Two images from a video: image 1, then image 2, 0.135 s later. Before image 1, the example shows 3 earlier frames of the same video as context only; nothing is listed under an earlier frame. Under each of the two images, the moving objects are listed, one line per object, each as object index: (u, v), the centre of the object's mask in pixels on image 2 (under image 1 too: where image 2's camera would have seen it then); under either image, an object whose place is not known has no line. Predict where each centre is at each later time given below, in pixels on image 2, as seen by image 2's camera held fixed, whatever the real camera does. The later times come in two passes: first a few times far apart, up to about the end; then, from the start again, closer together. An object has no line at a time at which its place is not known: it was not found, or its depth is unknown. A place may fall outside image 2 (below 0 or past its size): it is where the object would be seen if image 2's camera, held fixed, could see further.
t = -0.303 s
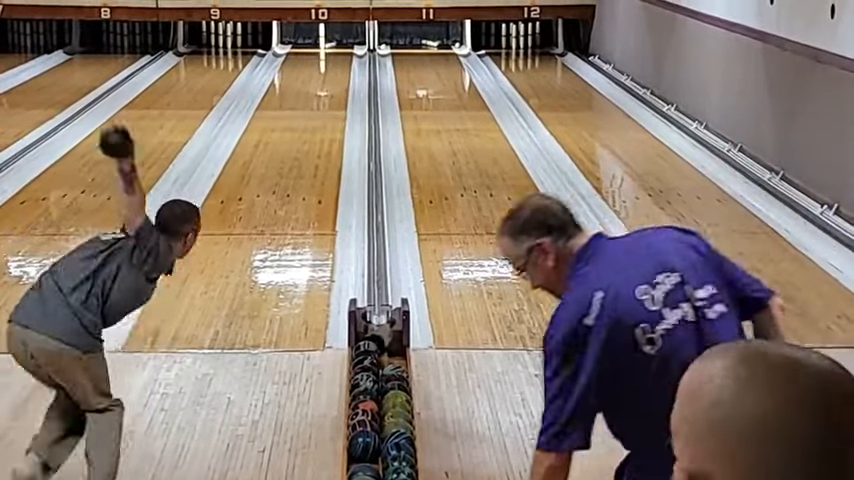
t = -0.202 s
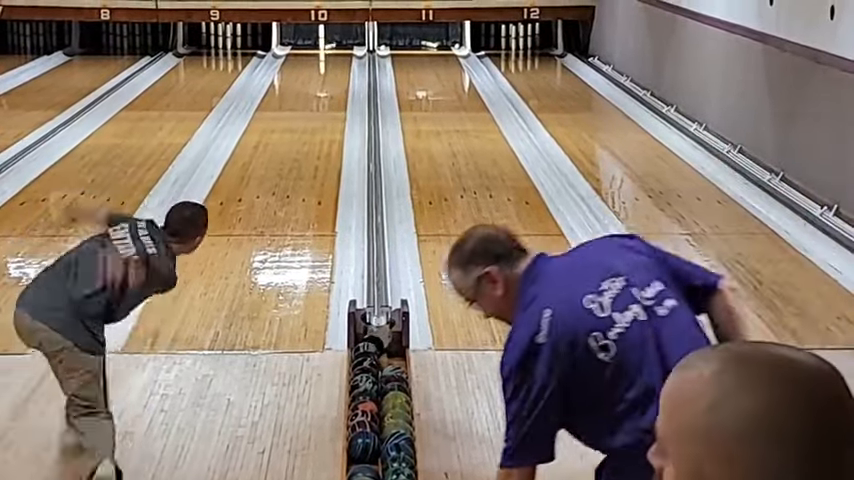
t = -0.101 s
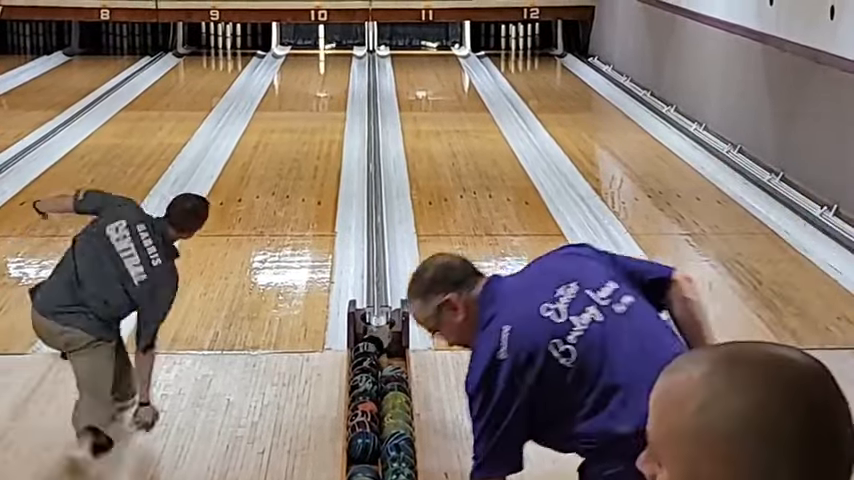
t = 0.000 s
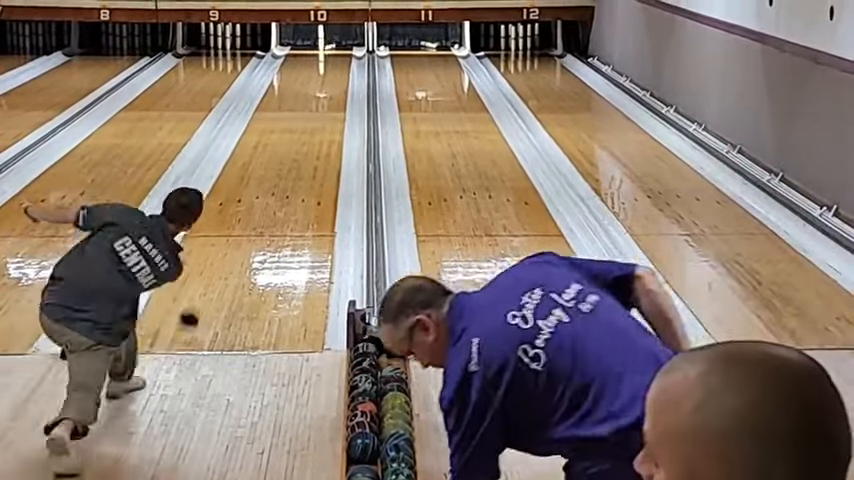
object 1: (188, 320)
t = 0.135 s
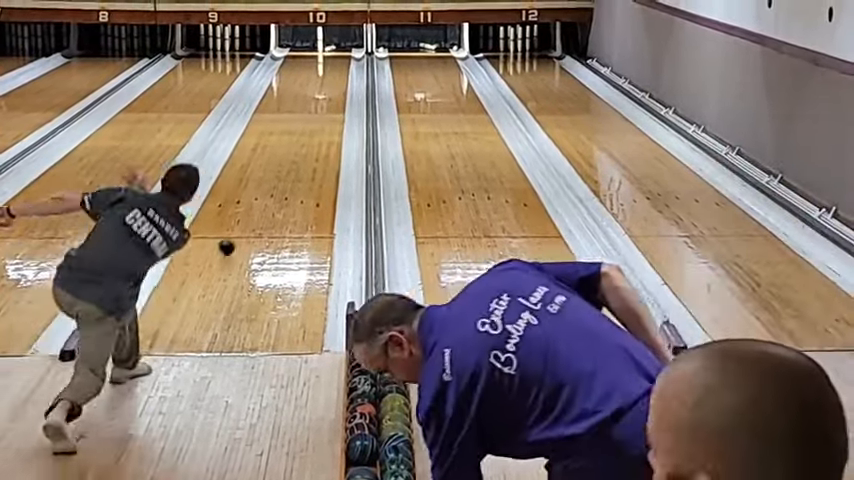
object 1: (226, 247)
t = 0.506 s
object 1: (278, 129)
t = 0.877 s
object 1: (302, 73)
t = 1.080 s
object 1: (310, 55)
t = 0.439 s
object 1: (272, 144)
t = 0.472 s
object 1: (276, 136)
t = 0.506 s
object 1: (278, 129)
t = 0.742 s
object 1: (295, 89)
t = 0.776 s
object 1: (297, 85)
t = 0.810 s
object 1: (299, 81)
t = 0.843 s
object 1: (301, 77)
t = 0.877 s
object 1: (302, 73)
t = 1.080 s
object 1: (310, 55)
